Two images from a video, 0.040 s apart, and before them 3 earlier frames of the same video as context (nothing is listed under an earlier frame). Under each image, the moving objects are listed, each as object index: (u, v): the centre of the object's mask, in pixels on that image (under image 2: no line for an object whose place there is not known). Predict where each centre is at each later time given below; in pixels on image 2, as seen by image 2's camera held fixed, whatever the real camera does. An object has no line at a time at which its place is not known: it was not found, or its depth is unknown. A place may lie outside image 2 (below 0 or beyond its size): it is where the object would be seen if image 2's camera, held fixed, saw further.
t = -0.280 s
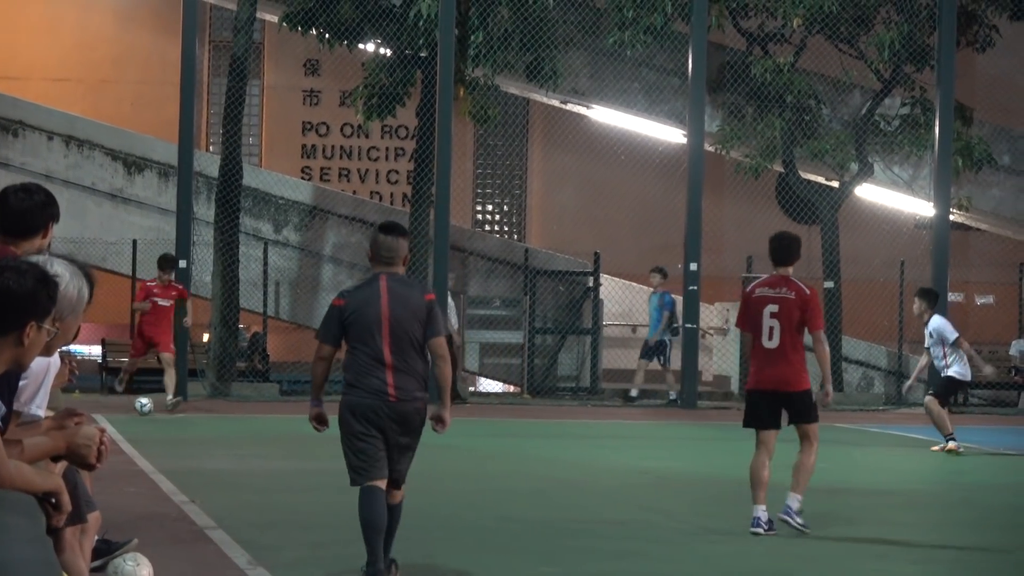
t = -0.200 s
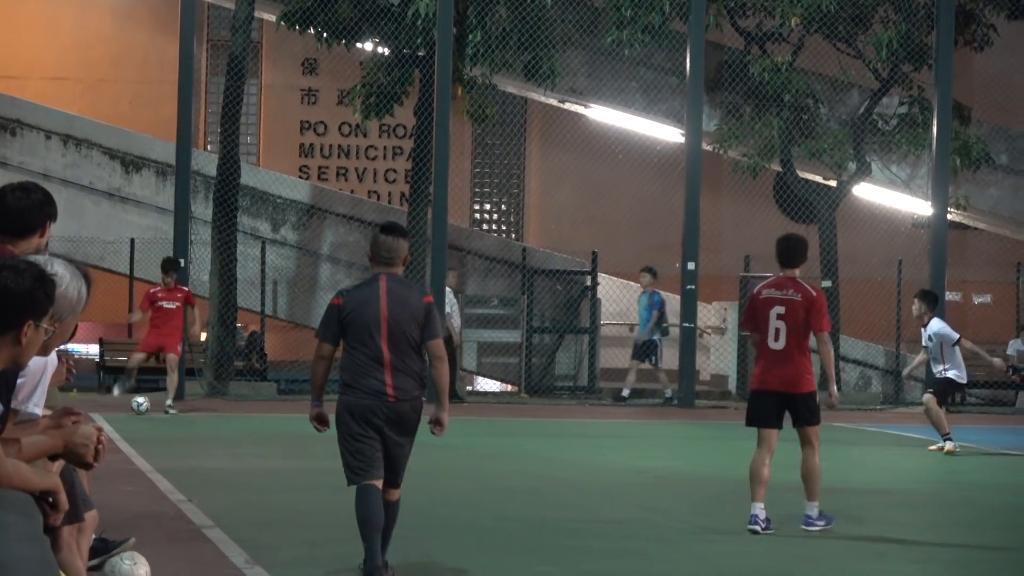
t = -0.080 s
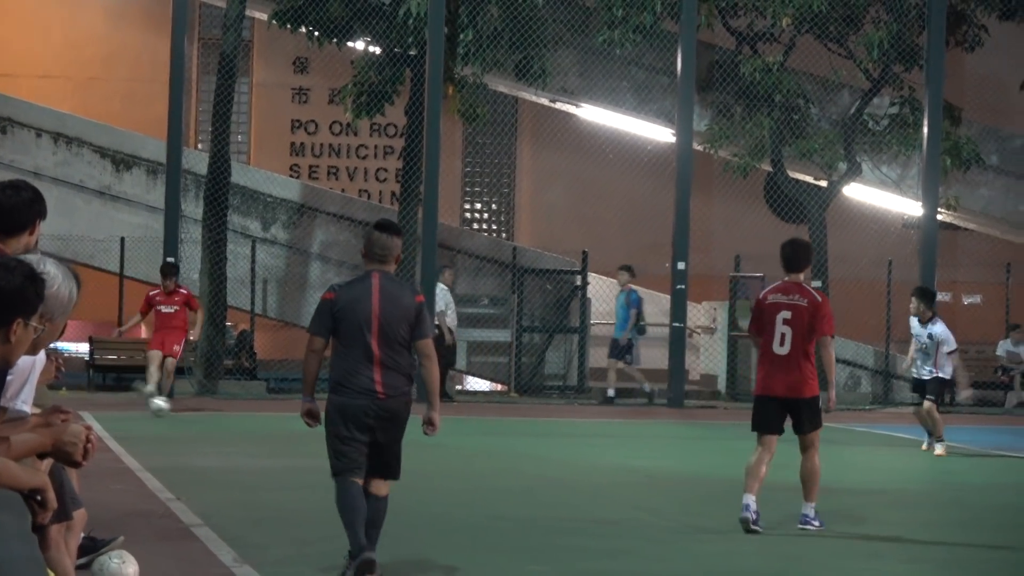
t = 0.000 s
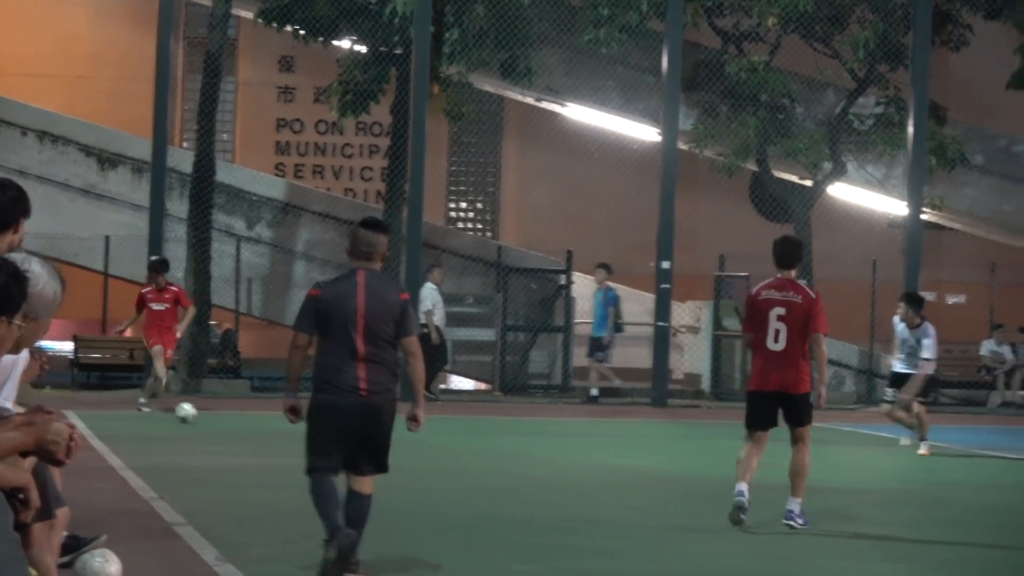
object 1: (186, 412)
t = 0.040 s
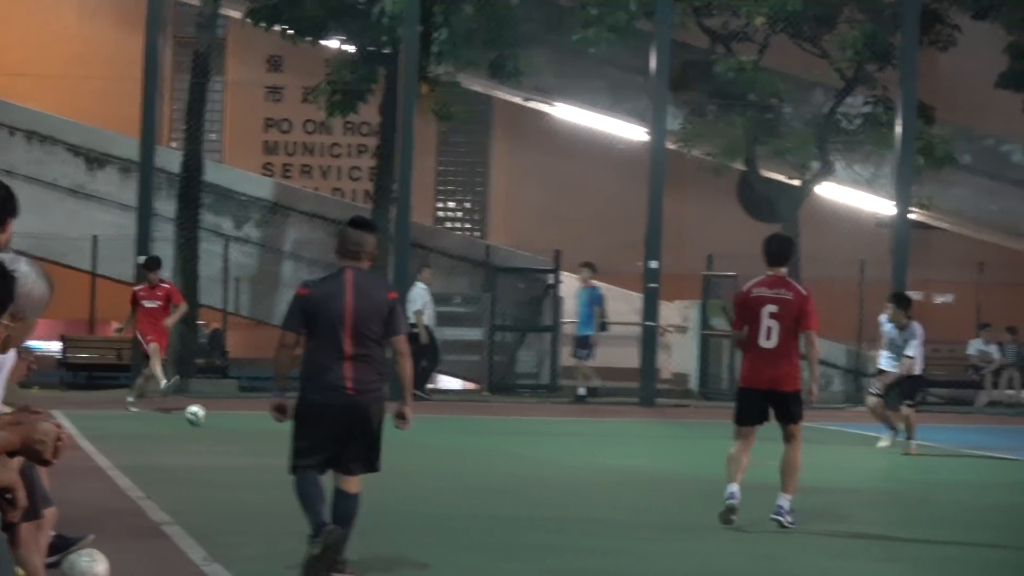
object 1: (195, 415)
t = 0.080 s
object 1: (217, 417)
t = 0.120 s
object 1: (239, 421)
